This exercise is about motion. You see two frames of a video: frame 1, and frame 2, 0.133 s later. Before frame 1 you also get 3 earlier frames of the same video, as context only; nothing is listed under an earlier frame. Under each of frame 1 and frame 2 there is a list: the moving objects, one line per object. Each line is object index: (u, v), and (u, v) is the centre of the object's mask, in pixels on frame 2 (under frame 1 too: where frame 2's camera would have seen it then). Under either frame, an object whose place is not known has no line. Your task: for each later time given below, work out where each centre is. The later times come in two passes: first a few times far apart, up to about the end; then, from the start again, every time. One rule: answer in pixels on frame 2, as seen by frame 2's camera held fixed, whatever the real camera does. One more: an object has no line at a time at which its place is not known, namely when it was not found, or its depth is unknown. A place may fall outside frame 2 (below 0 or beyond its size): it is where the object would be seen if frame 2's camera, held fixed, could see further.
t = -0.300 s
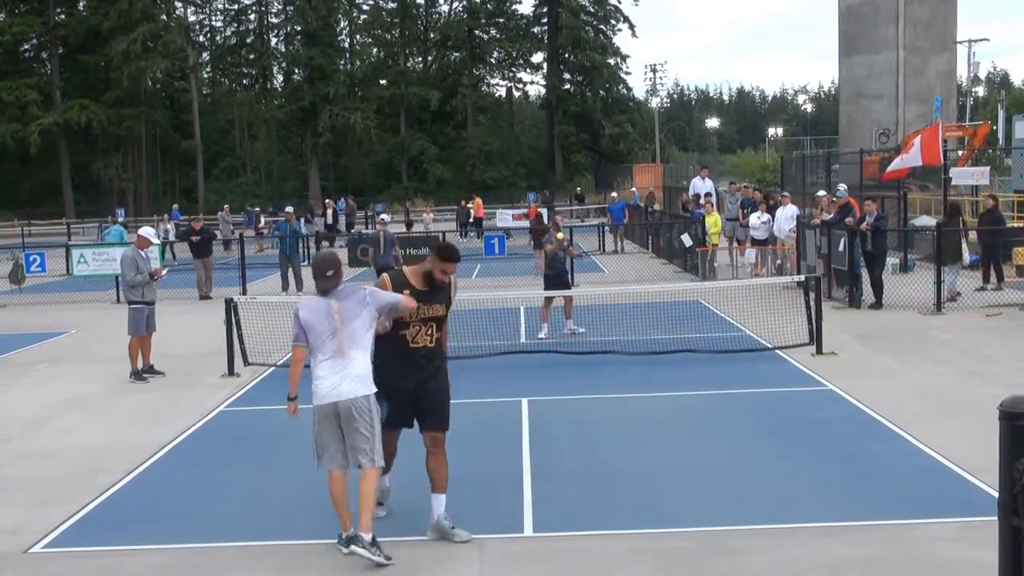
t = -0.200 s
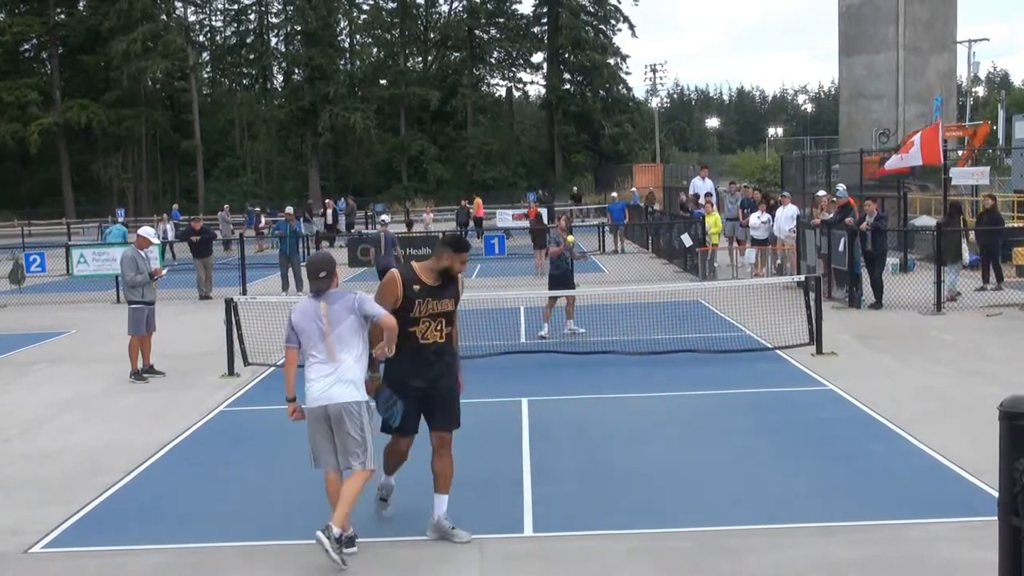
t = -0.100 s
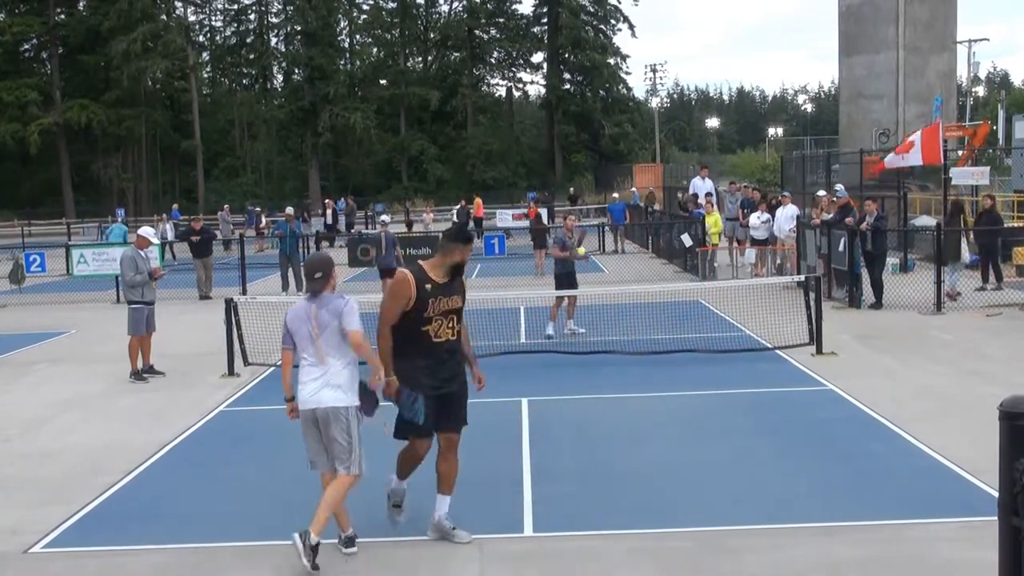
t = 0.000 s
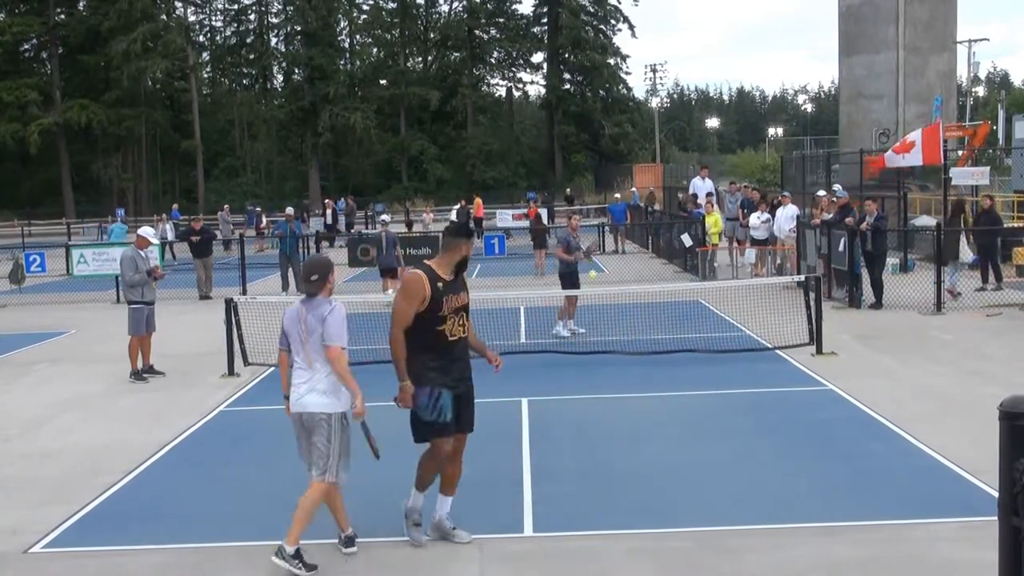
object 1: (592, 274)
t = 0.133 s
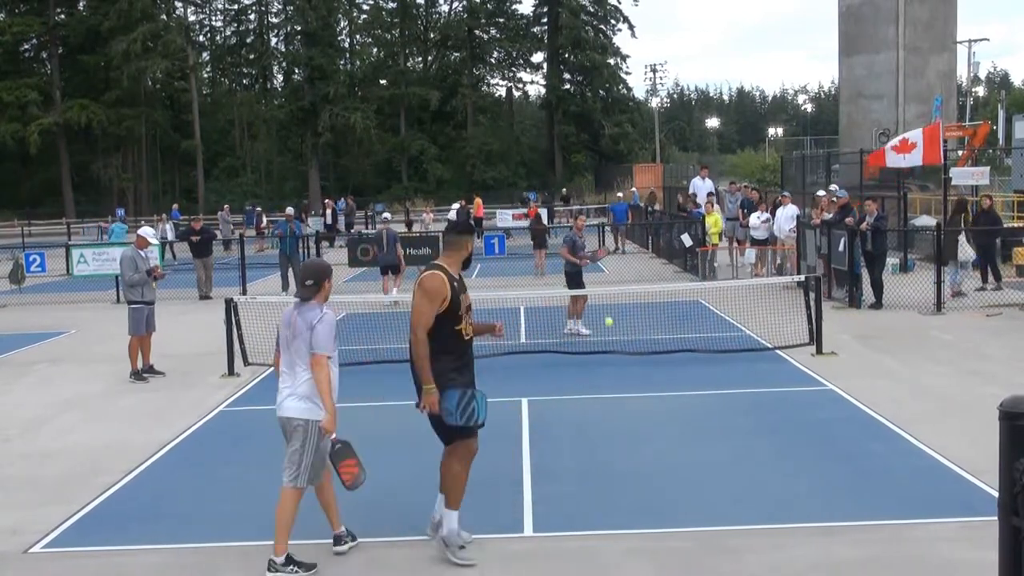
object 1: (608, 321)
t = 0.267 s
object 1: (625, 389)
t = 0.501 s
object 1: (643, 355)
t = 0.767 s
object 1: (665, 375)
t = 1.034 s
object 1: (690, 421)
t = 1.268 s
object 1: (713, 429)
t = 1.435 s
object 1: (730, 464)
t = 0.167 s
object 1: (613, 336)
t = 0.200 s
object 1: (617, 353)
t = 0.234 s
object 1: (621, 371)
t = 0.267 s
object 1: (625, 389)
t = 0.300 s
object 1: (629, 394)
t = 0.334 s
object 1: (631, 384)
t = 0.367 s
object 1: (633, 376)
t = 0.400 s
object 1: (636, 369)
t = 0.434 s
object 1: (638, 363)
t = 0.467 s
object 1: (641, 359)
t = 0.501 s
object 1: (643, 355)
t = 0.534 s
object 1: (646, 353)
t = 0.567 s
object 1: (648, 352)
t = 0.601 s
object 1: (651, 352)
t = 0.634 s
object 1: (654, 354)
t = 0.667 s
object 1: (657, 357)
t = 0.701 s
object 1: (660, 362)
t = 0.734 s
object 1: (662, 367)
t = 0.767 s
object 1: (665, 375)
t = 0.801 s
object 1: (668, 384)
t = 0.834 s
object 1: (671, 394)
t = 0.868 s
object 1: (675, 405)
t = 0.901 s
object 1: (678, 418)
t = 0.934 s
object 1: (681, 433)
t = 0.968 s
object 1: (684, 431)
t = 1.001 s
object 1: (687, 425)
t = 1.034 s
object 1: (690, 421)
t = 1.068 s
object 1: (693, 417)
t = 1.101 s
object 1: (696, 415)
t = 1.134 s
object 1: (700, 415)
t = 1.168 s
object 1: (703, 416)
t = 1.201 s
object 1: (706, 419)
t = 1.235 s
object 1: (710, 423)
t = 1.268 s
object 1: (713, 429)
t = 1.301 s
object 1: (716, 436)
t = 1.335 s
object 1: (720, 445)
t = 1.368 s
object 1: (723, 455)
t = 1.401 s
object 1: (726, 467)
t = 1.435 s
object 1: (730, 464)
